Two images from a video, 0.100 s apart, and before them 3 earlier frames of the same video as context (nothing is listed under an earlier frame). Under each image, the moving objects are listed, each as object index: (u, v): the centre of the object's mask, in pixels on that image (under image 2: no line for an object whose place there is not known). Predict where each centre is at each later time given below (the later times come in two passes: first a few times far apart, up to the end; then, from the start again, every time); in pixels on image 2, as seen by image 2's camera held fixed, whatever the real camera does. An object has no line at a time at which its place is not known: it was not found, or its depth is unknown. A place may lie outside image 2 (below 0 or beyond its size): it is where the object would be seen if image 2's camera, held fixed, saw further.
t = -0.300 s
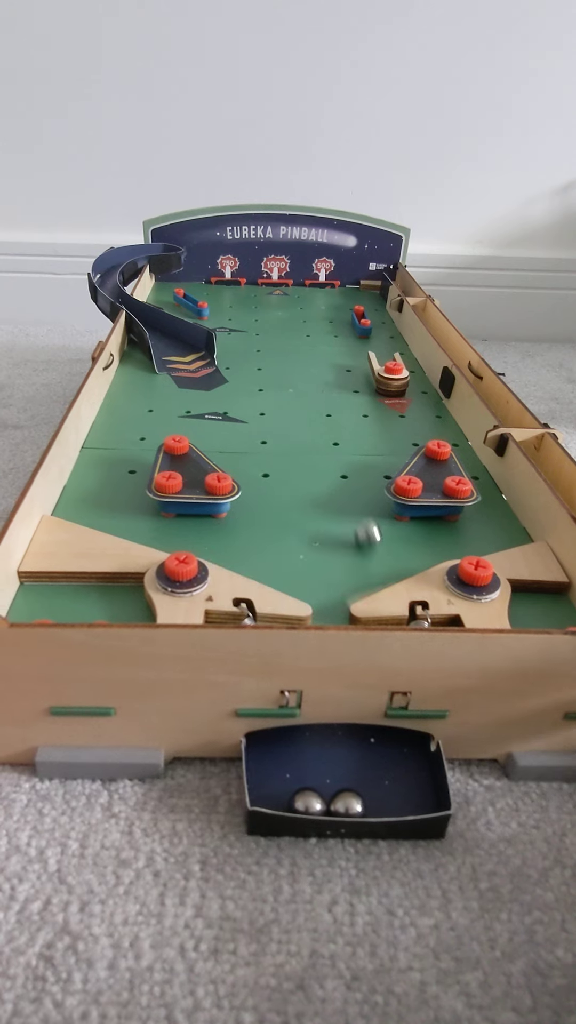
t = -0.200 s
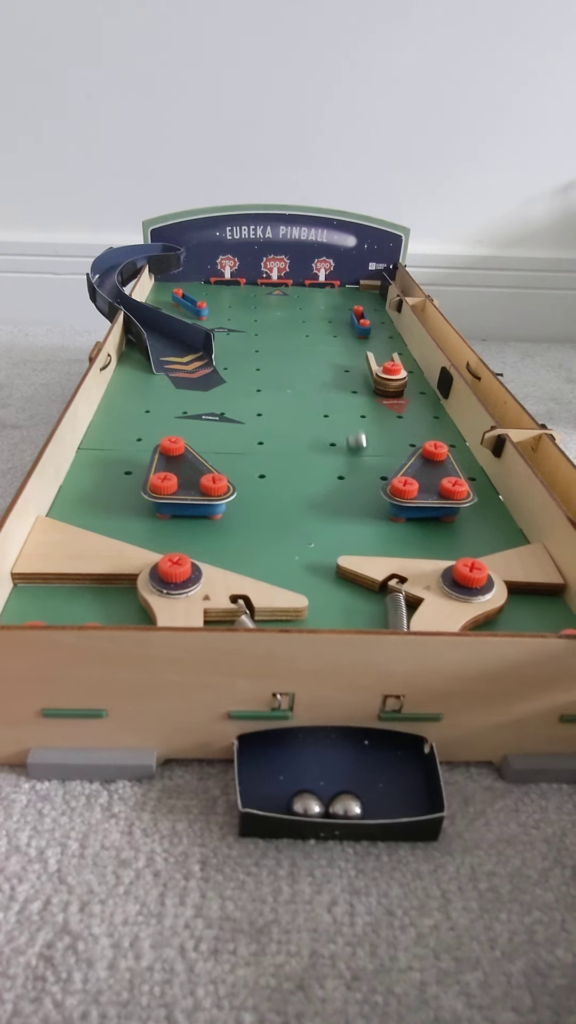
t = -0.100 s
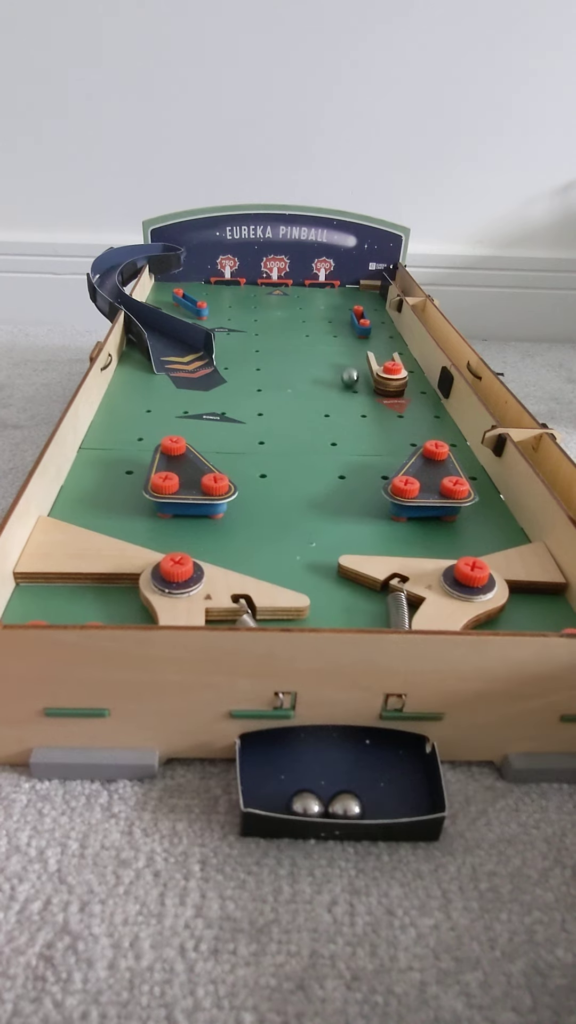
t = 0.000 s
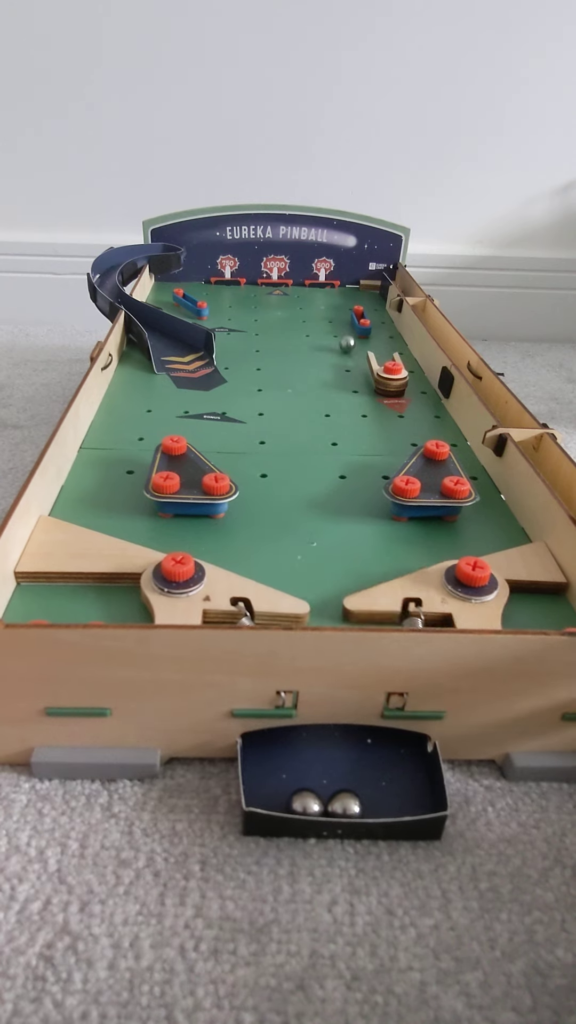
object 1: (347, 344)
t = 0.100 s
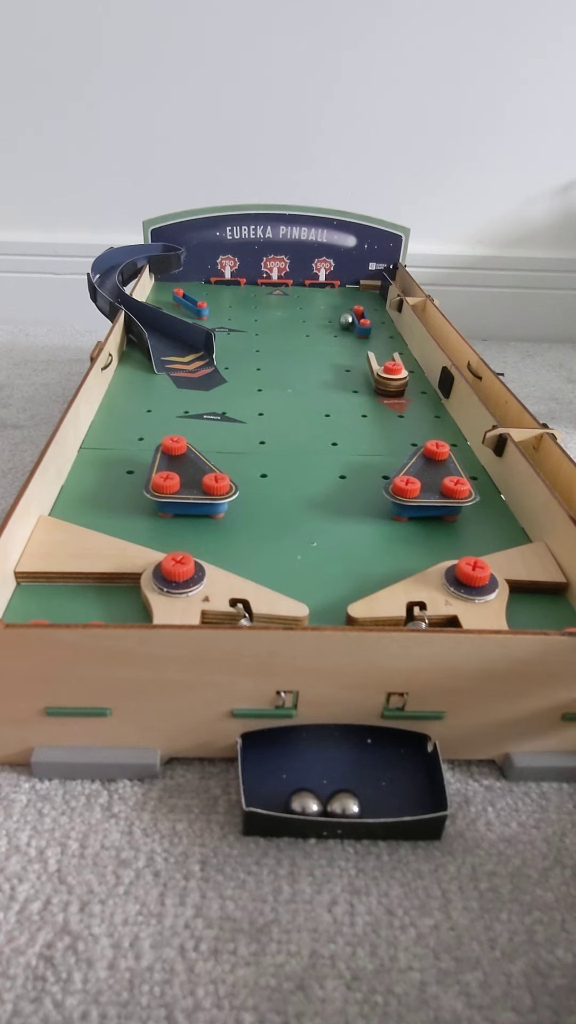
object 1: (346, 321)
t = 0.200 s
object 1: (336, 307)
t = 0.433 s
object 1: (319, 288)
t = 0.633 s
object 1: (311, 288)
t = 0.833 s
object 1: (304, 299)
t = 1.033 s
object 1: (300, 326)
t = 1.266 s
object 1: (297, 396)
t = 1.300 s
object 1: (297, 413)
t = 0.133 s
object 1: (343, 316)
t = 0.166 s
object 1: (340, 311)
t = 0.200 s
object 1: (336, 307)
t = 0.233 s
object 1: (333, 302)
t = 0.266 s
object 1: (331, 299)
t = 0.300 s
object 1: (328, 296)
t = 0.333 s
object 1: (326, 293)
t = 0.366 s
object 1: (323, 291)
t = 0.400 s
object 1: (321, 290)
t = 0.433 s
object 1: (319, 288)
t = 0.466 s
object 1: (317, 288)
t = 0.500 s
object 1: (316, 287)
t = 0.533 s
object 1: (314, 287)
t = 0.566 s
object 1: (313, 287)
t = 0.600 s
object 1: (312, 287)
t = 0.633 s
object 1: (311, 288)
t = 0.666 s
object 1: (309, 288)
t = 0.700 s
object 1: (308, 290)
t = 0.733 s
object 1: (307, 291)
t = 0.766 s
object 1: (306, 294)
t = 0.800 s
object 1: (305, 296)
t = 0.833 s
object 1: (304, 299)
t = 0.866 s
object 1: (303, 302)
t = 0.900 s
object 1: (303, 306)
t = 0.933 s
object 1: (302, 310)
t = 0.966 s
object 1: (301, 315)
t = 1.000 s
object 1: (301, 320)
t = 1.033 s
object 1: (300, 326)
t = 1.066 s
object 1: (299, 333)
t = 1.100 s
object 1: (299, 341)
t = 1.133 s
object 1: (298, 349)
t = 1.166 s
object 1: (298, 359)
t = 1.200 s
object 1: (298, 370)
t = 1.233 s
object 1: (298, 383)
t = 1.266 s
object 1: (297, 396)
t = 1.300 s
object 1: (297, 413)
